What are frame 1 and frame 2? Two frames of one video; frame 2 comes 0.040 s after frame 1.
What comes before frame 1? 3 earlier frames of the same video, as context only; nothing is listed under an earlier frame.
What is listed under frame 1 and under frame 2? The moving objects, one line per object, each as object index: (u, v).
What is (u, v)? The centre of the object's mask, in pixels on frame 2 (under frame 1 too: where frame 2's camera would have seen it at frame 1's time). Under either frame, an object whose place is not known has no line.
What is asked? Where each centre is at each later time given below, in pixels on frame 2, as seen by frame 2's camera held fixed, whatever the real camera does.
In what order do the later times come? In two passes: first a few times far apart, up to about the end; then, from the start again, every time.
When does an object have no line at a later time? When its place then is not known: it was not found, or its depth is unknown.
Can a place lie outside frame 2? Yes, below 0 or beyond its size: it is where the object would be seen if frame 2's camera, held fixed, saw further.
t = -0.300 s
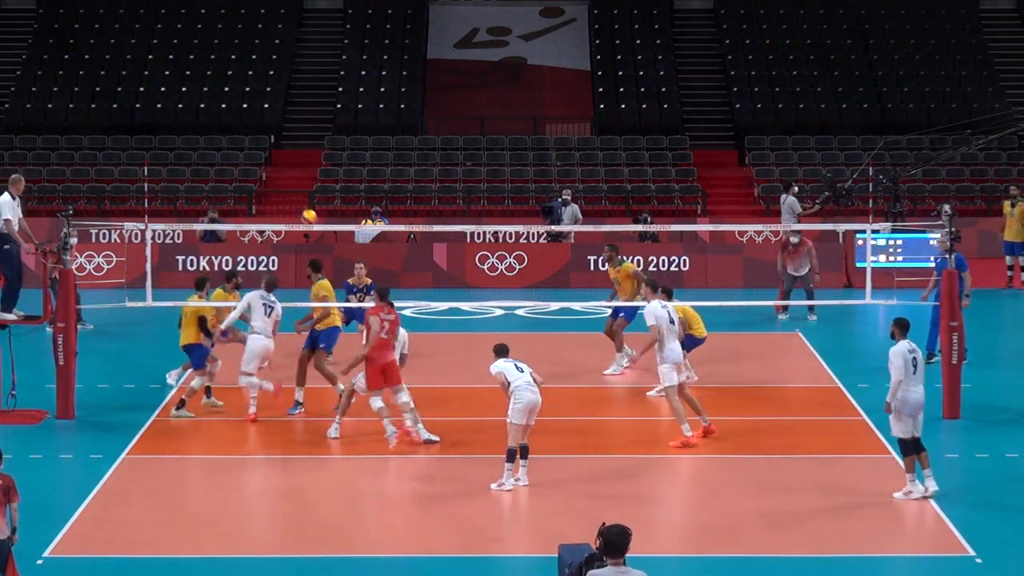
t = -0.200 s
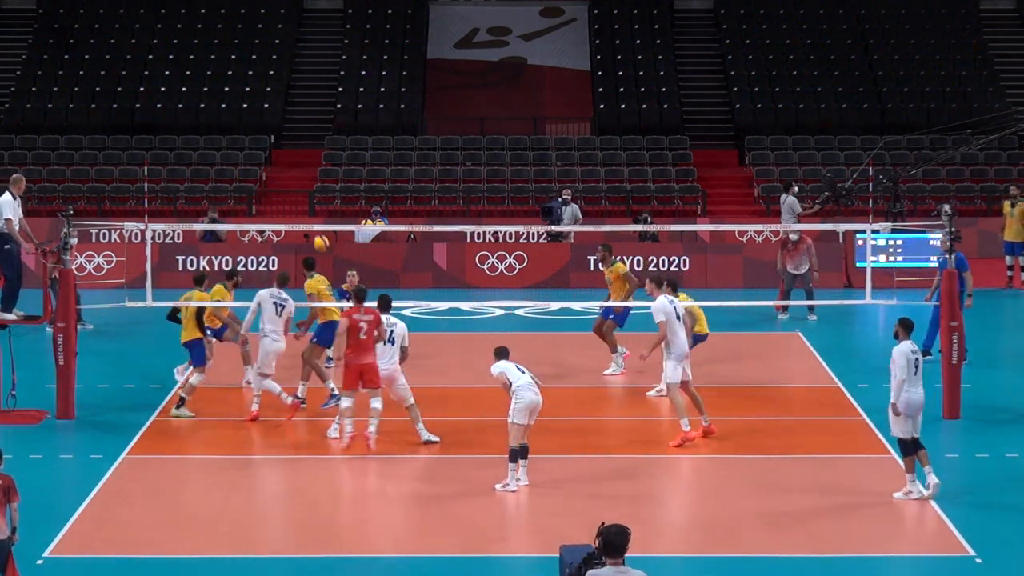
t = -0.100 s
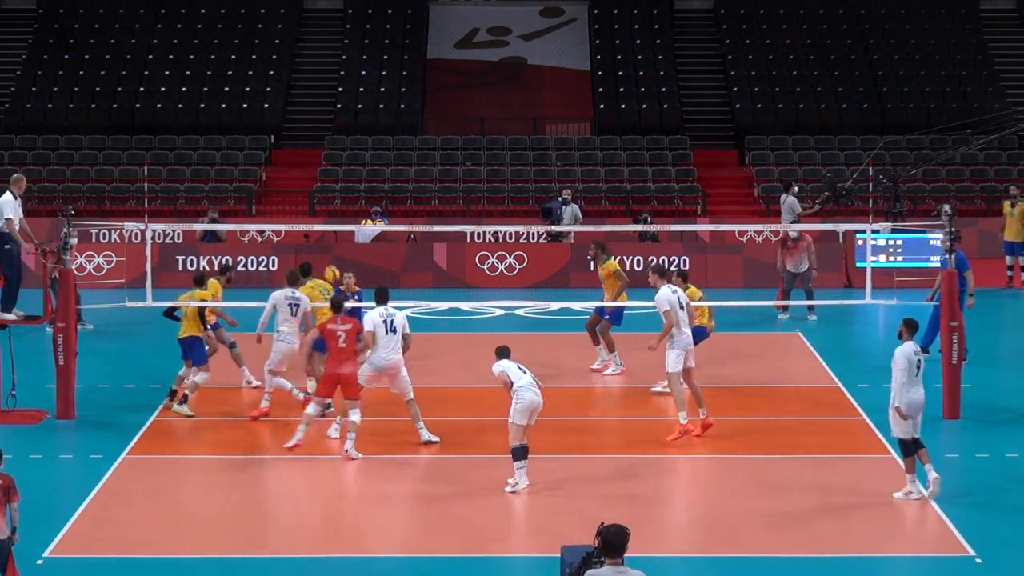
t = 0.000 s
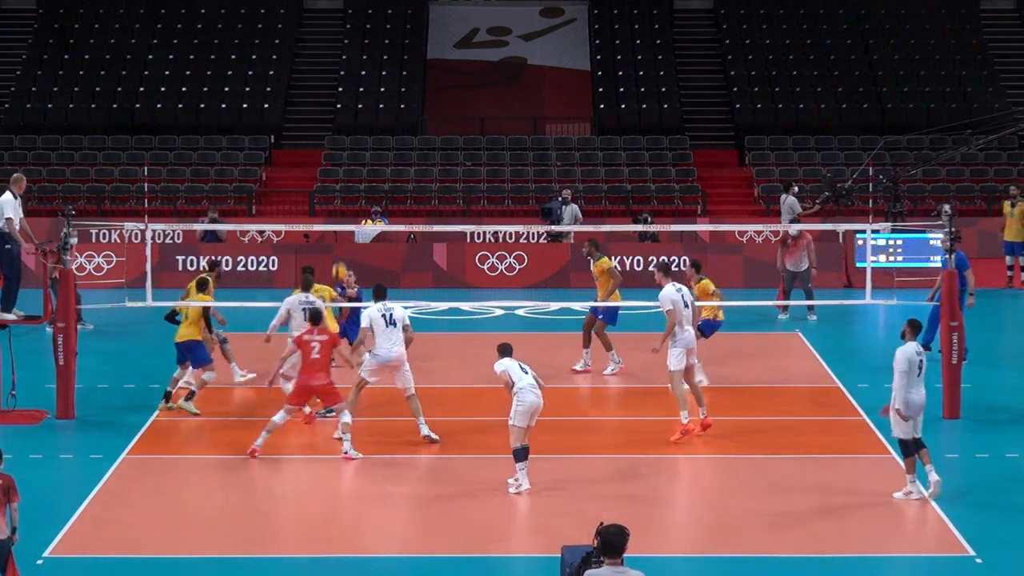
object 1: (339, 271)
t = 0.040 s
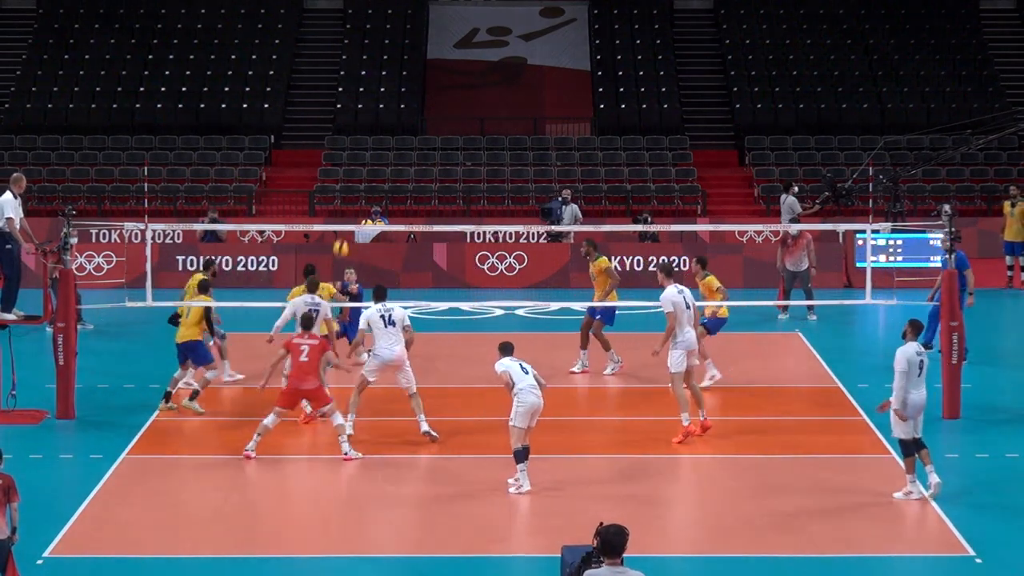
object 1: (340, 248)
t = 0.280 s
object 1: (349, 135)
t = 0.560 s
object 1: (360, 53)
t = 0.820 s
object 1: (372, 25)
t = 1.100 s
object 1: (385, 48)
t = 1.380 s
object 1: (397, 127)
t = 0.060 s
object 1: (341, 238)
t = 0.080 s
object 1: (342, 221)
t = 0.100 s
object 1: (342, 216)
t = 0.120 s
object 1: (343, 207)
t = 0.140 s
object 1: (343, 196)
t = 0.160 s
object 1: (344, 187)
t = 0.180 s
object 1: (345, 177)
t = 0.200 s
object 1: (346, 169)
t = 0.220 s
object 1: (347, 160)
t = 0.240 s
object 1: (347, 151)
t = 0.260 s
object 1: (348, 143)
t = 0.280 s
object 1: (349, 135)
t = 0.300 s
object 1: (350, 127)
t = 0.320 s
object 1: (350, 120)
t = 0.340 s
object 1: (351, 113)
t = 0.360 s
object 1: (352, 106)
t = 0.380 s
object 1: (353, 99)
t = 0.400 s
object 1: (354, 93)
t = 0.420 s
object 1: (354, 87)
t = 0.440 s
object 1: (355, 82)
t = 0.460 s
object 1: (356, 75)
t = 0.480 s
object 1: (357, 71)
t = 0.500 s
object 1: (358, 66)
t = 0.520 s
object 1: (359, 61)
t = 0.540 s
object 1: (359, 57)
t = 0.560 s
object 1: (360, 53)
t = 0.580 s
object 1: (361, 49)
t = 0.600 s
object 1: (362, 46)
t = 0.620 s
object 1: (363, 42)
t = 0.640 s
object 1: (363, 39)
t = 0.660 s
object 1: (365, 37)
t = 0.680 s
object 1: (365, 34)
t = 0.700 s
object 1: (366, 32)
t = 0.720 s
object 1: (367, 30)
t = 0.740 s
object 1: (368, 28)
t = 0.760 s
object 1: (369, 27)
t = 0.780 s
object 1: (370, 26)
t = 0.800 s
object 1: (371, 25)
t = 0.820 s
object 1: (372, 25)
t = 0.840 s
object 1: (373, 25)
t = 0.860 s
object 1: (373, 25)
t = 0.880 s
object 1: (374, 25)
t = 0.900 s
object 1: (375, 26)
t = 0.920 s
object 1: (376, 26)
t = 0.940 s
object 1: (377, 27)
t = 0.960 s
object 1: (378, 29)
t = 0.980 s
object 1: (379, 31)
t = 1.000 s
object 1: (380, 33)
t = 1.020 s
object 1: (381, 35)
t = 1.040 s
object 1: (382, 38)
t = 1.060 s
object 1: (383, 41)
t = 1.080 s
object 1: (384, 44)
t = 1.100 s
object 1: (385, 48)
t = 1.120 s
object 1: (385, 52)
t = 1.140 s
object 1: (386, 56)
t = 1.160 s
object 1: (387, 60)
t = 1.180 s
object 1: (388, 65)
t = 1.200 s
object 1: (389, 69)
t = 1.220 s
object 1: (390, 75)
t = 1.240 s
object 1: (391, 80)
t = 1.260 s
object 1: (392, 86)
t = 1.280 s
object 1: (393, 92)
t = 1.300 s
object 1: (394, 99)
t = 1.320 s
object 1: (395, 106)
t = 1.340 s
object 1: (396, 112)
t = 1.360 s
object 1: (396, 120)
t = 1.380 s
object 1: (397, 127)
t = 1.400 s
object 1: (398, 135)
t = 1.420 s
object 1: (399, 143)
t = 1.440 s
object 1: (400, 151)
